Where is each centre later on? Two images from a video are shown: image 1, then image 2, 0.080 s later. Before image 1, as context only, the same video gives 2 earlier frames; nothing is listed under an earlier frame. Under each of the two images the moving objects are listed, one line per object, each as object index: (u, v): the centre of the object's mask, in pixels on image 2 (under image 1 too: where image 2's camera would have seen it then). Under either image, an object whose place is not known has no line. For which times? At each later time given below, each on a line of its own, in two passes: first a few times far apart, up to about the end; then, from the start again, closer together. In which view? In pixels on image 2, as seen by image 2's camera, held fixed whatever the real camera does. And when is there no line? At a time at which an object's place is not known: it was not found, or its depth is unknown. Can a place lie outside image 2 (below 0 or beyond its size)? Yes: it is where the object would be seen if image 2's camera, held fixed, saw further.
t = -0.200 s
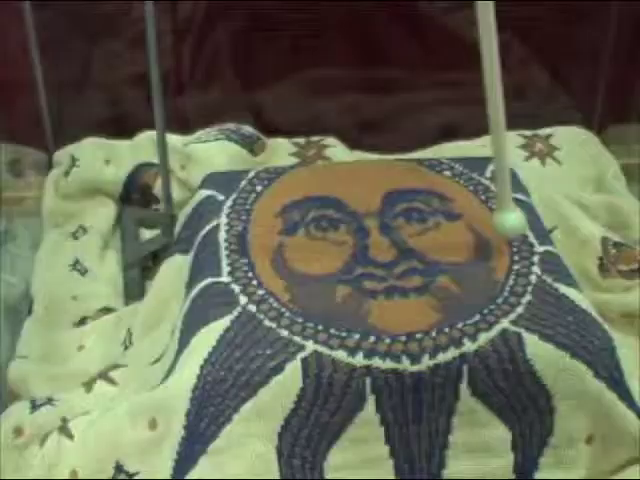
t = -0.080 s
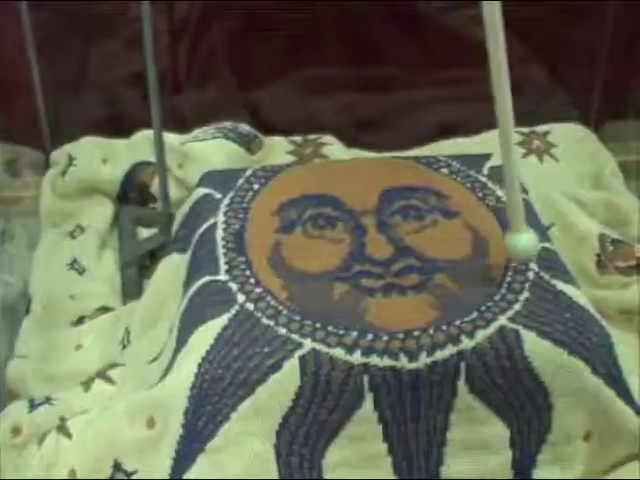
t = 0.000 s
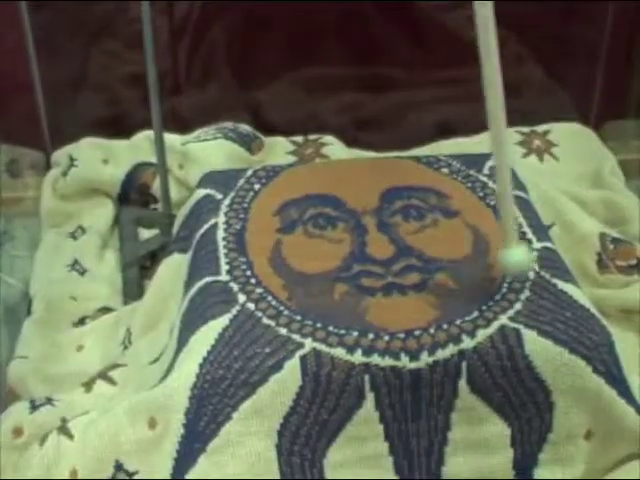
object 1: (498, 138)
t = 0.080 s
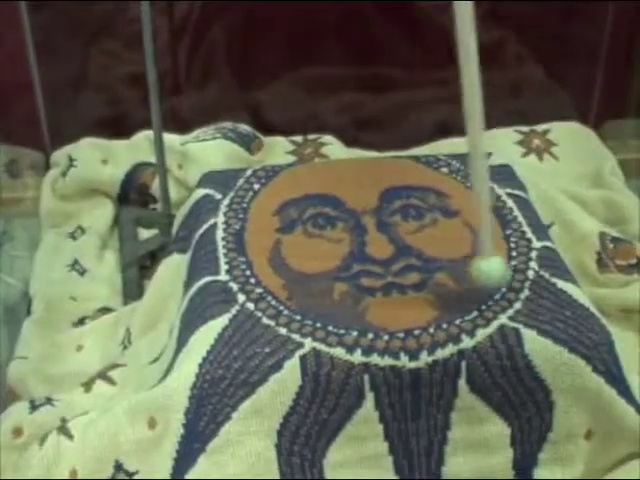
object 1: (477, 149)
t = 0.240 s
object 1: (404, 150)
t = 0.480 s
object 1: (344, 125)
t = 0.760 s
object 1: (335, 117)
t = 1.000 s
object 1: (323, 120)
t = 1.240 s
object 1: (363, 112)
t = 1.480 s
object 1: (458, 115)
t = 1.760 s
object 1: (482, 137)
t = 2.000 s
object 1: (398, 141)
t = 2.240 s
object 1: (293, 118)
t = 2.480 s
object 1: (269, 91)
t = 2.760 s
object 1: (360, 83)
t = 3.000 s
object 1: (472, 97)
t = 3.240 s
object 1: (526, 123)
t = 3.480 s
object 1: (448, 146)
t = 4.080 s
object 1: (249, 86)
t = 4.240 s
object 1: (305, 76)
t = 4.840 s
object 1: (507, 121)
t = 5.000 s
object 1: (465, 136)
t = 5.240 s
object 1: (348, 124)
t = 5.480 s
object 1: (299, 112)
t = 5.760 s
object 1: (299, 111)
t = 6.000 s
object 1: (391, 86)
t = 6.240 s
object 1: (507, 84)
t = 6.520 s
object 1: (491, 123)
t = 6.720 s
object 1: (378, 141)
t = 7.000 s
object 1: (246, 117)
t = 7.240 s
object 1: (273, 86)
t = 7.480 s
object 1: (390, 78)
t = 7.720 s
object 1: (499, 92)
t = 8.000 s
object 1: (496, 127)
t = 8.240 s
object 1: (376, 141)
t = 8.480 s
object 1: (281, 122)
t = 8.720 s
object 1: (284, 98)
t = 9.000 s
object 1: (371, 87)
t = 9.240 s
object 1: (453, 98)
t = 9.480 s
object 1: (487, 122)
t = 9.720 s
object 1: (440, 136)
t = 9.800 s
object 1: (409, 135)
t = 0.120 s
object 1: (461, 148)
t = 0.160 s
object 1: (444, 149)
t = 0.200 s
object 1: (425, 149)
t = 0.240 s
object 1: (404, 150)
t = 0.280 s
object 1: (386, 143)
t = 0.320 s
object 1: (372, 139)
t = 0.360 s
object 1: (362, 134)
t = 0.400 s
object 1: (355, 130)
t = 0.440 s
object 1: (349, 127)
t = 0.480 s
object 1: (344, 125)
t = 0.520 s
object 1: (341, 123)
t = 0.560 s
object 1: (338, 119)
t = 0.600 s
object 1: (336, 118)
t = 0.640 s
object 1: (335, 117)
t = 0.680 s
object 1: (335, 116)
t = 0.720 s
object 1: (335, 117)
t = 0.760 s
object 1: (335, 117)
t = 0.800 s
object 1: (334, 118)
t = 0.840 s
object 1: (332, 119)
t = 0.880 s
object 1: (329, 121)
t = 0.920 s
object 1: (326, 120)
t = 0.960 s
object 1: (324, 121)
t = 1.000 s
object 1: (323, 120)
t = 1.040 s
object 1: (324, 119)
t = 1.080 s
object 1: (328, 119)
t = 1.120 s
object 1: (334, 118)
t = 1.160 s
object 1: (342, 115)
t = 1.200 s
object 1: (352, 114)
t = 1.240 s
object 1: (363, 112)
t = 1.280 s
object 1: (378, 110)
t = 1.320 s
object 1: (393, 108)
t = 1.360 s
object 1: (411, 110)
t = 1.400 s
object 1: (428, 107)
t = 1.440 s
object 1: (444, 110)
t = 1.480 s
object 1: (458, 115)
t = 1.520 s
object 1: (470, 116)
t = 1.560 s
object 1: (480, 121)
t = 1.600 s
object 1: (486, 125)
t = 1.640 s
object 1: (490, 129)
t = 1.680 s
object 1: (490, 131)
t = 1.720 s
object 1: (488, 135)
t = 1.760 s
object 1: (482, 137)
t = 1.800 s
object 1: (473, 139)
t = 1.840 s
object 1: (462, 140)
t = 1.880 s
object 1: (449, 142)
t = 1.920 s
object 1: (433, 140)
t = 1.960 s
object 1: (416, 139)
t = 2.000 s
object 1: (398, 141)
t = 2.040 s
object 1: (380, 142)
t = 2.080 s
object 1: (361, 135)
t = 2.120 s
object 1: (342, 132)
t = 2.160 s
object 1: (324, 130)
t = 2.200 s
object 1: (307, 125)
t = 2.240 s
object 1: (293, 118)
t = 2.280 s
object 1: (281, 114)
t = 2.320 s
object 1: (272, 109)
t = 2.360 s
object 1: (266, 105)
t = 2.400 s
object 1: (264, 98)
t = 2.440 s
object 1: (265, 94)
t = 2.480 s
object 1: (269, 91)
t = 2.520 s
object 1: (275, 91)
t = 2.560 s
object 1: (284, 87)
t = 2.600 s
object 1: (297, 81)
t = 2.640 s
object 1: (310, 80)
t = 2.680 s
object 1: (324, 81)
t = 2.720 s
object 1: (341, 81)
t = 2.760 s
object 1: (360, 83)
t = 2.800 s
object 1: (378, 84)
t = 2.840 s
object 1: (397, 85)
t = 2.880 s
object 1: (416, 85)
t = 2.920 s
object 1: (434, 86)
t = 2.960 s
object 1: (454, 91)
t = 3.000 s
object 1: (472, 97)
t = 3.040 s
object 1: (488, 100)
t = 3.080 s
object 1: (501, 102)
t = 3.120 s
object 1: (512, 105)
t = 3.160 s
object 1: (520, 112)
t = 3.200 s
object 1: (525, 116)
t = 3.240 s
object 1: (526, 123)
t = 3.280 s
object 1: (522, 126)
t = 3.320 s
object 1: (514, 132)
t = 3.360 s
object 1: (503, 135)
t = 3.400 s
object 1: (488, 141)
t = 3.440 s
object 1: (469, 146)
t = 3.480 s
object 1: (448, 146)
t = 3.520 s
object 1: (425, 143)
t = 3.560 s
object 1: (401, 144)
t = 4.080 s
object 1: (249, 86)
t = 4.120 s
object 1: (259, 82)
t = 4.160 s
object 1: (272, 81)
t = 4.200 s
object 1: (287, 80)
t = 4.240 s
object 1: (305, 76)
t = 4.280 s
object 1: (322, 76)
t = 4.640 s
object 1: (480, 98)
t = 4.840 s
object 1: (507, 121)
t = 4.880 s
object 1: (502, 128)
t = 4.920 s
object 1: (493, 129)
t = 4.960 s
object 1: (481, 132)
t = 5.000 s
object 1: (465, 136)
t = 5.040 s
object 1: (447, 137)
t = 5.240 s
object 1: (348, 124)
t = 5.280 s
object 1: (336, 121)
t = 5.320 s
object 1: (324, 119)
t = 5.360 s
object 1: (315, 119)
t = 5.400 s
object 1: (309, 115)
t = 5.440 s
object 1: (303, 113)
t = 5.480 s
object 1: (299, 112)
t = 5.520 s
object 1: (297, 112)
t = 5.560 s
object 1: (294, 114)
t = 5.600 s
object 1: (291, 115)
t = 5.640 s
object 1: (290, 114)
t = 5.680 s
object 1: (290, 114)
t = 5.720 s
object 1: (293, 112)
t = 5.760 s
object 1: (299, 111)
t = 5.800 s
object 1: (308, 105)
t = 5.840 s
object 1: (319, 104)
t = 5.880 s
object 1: (333, 101)
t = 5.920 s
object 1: (350, 92)
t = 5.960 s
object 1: (368, 88)
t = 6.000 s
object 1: (391, 86)
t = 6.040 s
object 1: (416, 77)
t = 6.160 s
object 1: (479, 84)
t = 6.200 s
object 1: (495, 87)
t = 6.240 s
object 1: (507, 84)
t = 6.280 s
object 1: (516, 90)
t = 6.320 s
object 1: (522, 98)
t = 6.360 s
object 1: (524, 102)
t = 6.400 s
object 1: (522, 110)
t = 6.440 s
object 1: (516, 114)
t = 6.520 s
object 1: (491, 123)
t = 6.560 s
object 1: (473, 128)
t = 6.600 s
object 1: (452, 133)
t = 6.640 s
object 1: (428, 137)
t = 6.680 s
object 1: (403, 142)
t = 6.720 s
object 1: (378, 141)
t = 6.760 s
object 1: (353, 140)
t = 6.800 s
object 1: (328, 138)
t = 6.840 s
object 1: (305, 135)
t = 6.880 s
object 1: (287, 125)
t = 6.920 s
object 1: (269, 126)
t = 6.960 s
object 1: (256, 117)
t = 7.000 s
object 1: (246, 117)
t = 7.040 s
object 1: (241, 110)
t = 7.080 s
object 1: (241, 102)
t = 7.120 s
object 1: (243, 99)
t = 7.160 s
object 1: (250, 94)
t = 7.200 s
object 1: (261, 91)
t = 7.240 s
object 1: (273, 86)
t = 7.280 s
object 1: (289, 84)
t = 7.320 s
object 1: (307, 78)
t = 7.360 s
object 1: (325, 79)
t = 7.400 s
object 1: (347, 74)
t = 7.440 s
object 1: (368, 78)
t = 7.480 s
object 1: (390, 78)
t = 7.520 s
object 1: (411, 76)
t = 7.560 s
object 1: (432, 78)
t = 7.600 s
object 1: (452, 81)
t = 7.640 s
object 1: (471, 87)
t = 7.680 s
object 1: (486, 91)
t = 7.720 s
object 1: (499, 92)
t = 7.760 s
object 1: (510, 99)
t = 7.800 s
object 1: (517, 104)
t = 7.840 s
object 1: (520, 108)
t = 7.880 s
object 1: (520, 112)
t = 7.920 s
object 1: (516, 119)
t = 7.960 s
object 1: (509, 128)
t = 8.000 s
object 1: (496, 127)
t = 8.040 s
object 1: (482, 135)
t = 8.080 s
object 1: (463, 135)
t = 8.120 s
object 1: (443, 143)
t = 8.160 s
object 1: (421, 147)
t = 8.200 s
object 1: (398, 144)
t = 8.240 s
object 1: (376, 141)
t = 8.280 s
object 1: (354, 145)
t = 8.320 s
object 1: (335, 143)
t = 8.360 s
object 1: (317, 139)
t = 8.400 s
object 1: (302, 133)
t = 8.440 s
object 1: (290, 127)
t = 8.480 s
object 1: (281, 122)
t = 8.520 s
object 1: (275, 118)
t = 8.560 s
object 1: (272, 113)
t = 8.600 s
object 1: (271, 109)
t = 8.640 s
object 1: (273, 103)
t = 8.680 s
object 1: (278, 98)
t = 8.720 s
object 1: (284, 98)
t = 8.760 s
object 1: (293, 92)
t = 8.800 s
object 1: (304, 90)
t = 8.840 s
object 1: (315, 91)
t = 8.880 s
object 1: (328, 88)
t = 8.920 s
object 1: (342, 87)
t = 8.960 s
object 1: (356, 87)
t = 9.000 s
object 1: (371, 87)
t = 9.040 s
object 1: (385, 88)
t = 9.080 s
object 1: (399, 90)
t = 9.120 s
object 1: (414, 89)
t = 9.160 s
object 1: (427, 93)
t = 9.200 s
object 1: (440, 96)
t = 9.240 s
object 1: (453, 98)
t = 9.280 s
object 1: (463, 99)
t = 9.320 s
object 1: (472, 104)
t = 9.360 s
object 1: (479, 110)
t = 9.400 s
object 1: (484, 114)
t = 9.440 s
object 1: (487, 117)
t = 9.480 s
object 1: (487, 122)
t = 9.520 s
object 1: (485, 124)
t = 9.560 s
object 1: (481, 128)
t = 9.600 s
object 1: (474, 132)
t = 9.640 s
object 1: (465, 134)
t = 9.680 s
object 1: (453, 134)
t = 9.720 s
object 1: (440, 136)
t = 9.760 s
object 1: (425, 138)
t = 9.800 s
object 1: (409, 135)
